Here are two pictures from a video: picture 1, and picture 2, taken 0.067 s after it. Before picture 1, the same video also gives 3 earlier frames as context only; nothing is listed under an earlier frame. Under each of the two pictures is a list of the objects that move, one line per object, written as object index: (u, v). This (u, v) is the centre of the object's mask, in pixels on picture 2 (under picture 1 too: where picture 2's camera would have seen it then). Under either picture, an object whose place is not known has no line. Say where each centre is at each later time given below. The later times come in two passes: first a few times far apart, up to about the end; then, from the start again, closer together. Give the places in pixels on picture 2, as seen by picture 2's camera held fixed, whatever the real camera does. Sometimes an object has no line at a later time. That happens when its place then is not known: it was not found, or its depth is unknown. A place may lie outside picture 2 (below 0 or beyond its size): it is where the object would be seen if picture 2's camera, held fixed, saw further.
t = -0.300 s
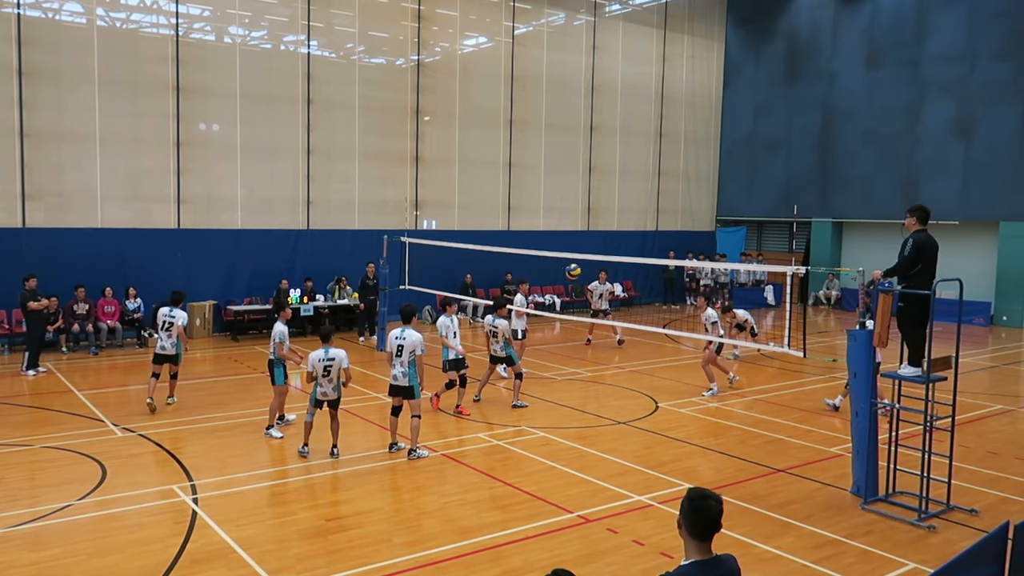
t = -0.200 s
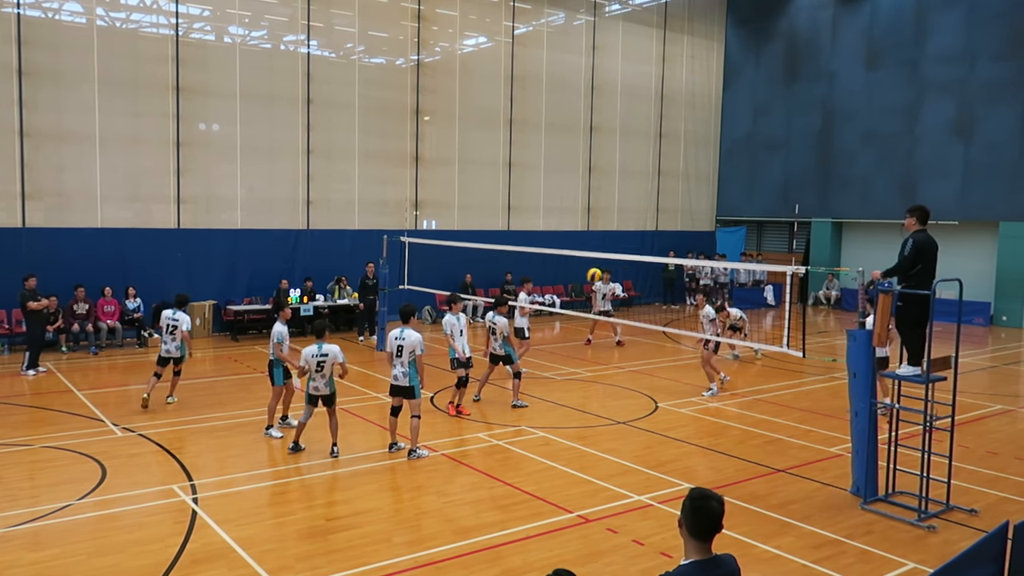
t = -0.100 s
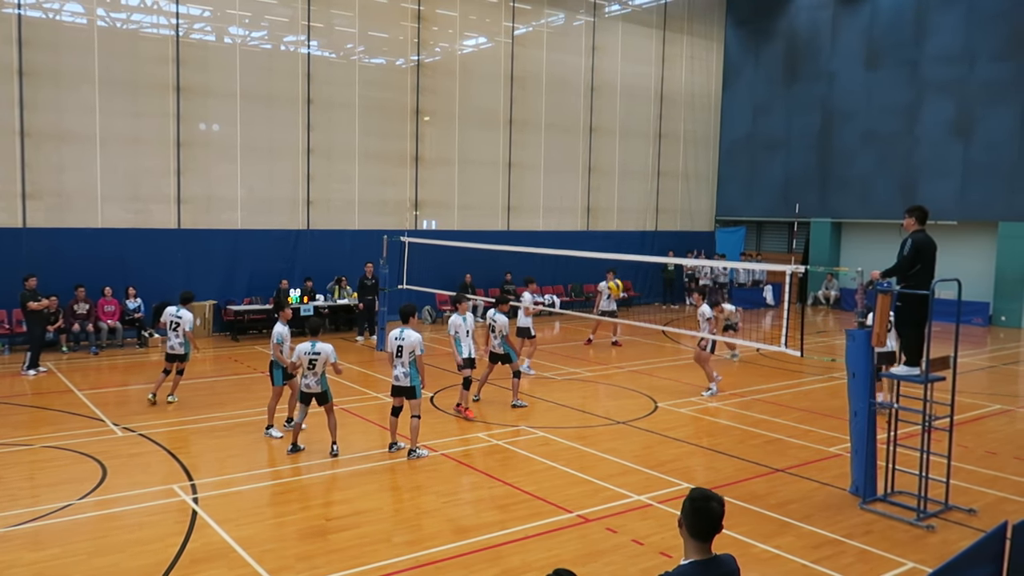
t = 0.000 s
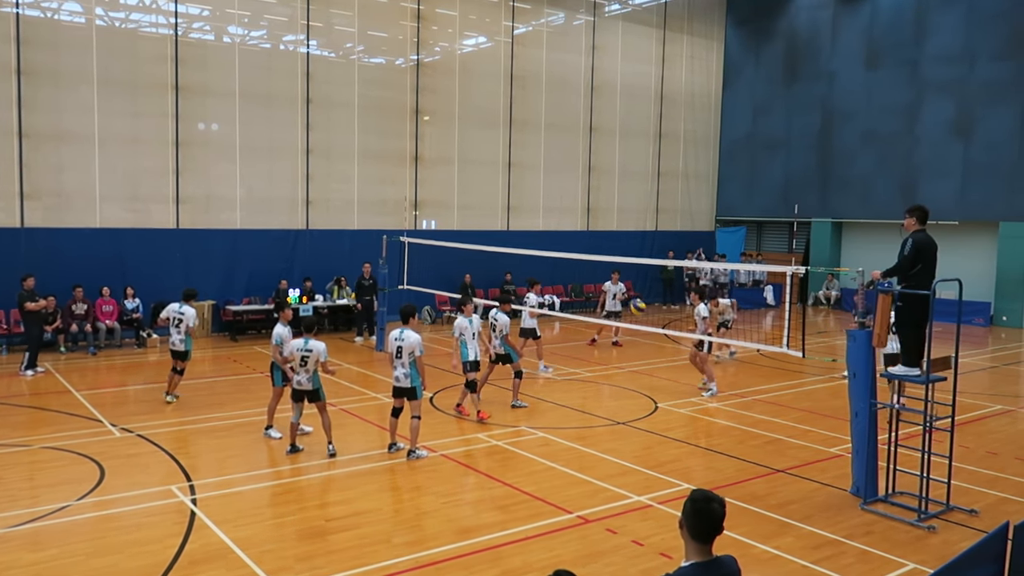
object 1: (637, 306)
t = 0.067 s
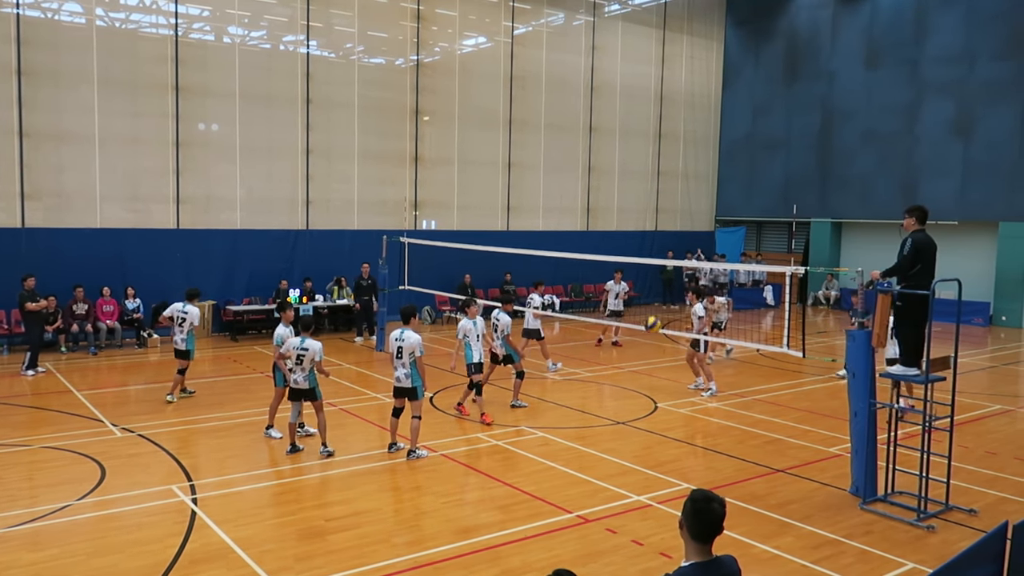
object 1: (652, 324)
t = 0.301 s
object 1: (709, 422)
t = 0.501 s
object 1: (748, 437)
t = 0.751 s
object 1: (793, 397)
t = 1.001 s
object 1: (840, 413)
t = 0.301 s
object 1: (709, 422)
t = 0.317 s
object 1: (712, 431)
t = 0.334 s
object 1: (717, 440)
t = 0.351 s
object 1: (721, 449)
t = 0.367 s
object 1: (725, 459)
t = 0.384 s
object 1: (729, 470)
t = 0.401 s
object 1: (732, 465)
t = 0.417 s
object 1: (735, 460)
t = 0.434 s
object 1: (737, 455)
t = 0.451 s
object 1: (739, 450)
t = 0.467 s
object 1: (742, 445)
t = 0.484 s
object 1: (745, 441)
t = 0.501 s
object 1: (748, 437)
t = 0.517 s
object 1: (751, 432)
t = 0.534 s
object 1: (754, 428)
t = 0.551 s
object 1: (756, 425)
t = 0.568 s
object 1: (759, 420)
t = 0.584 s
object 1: (762, 417)
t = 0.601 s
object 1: (765, 415)
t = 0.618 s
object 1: (768, 412)
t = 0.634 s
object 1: (771, 409)
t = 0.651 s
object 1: (774, 407)
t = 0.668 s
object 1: (777, 405)
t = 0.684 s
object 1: (780, 402)
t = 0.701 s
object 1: (783, 401)
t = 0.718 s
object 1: (787, 399)
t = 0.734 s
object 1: (789, 398)
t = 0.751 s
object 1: (793, 397)
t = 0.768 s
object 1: (795, 396)
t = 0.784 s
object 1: (798, 396)
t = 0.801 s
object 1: (802, 395)
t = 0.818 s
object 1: (805, 395)
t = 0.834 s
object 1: (808, 396)
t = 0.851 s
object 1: (811, 396)
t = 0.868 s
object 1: (814, 397)
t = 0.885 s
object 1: (817, 398)
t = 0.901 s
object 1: (820, 400)
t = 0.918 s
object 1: (823, 401)
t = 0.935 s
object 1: (826, 403)
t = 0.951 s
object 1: (830, 405)
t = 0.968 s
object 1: (833, 407)
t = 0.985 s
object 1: (836, 410)
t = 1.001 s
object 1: (840, 413)
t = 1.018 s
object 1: (843, 417)
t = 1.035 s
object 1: (846, 420)
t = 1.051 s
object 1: (850, 425)
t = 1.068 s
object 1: (853, 429)
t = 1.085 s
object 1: (857, 434)
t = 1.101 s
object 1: (860, 439)
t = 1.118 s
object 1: (863, 445)
